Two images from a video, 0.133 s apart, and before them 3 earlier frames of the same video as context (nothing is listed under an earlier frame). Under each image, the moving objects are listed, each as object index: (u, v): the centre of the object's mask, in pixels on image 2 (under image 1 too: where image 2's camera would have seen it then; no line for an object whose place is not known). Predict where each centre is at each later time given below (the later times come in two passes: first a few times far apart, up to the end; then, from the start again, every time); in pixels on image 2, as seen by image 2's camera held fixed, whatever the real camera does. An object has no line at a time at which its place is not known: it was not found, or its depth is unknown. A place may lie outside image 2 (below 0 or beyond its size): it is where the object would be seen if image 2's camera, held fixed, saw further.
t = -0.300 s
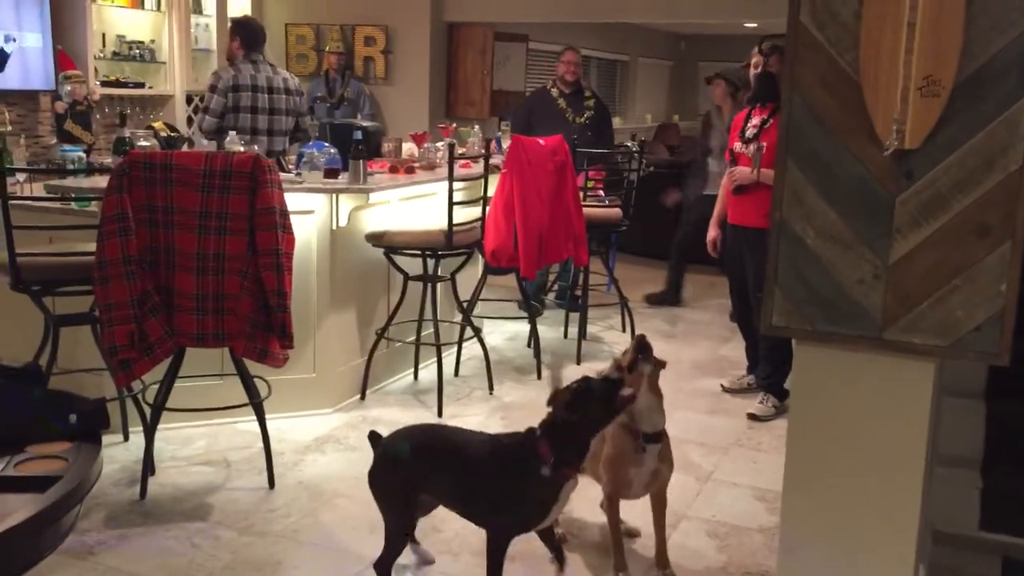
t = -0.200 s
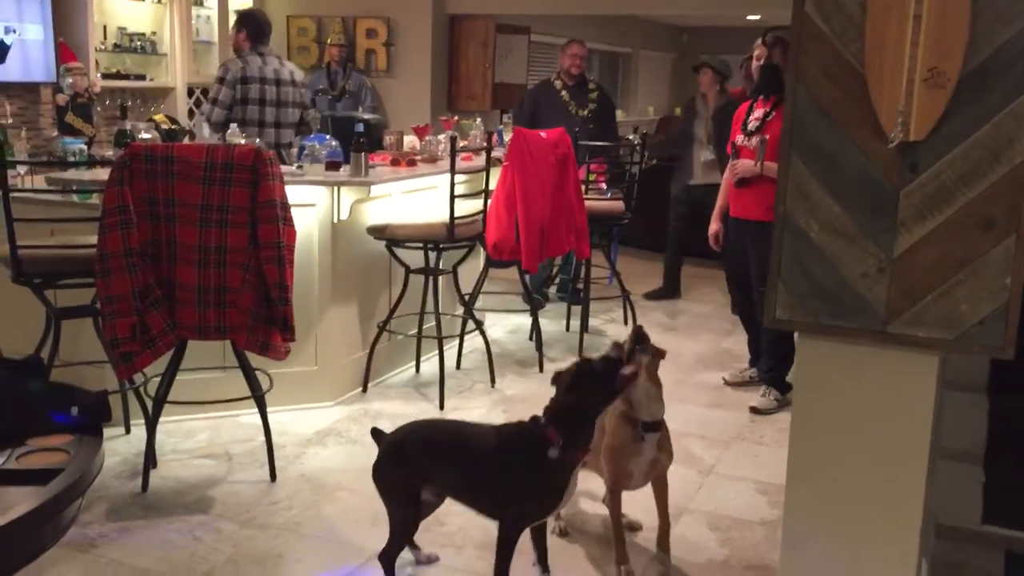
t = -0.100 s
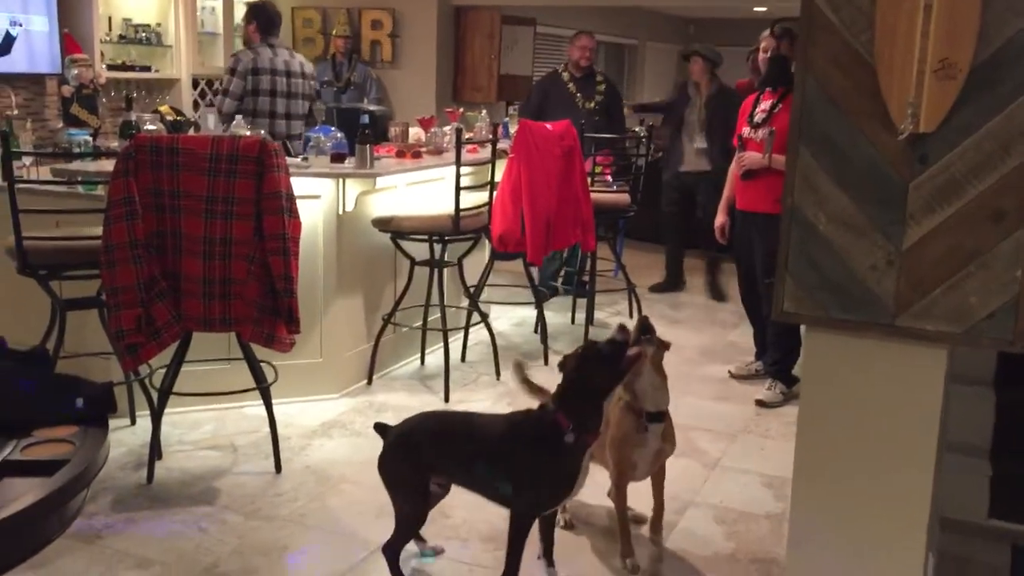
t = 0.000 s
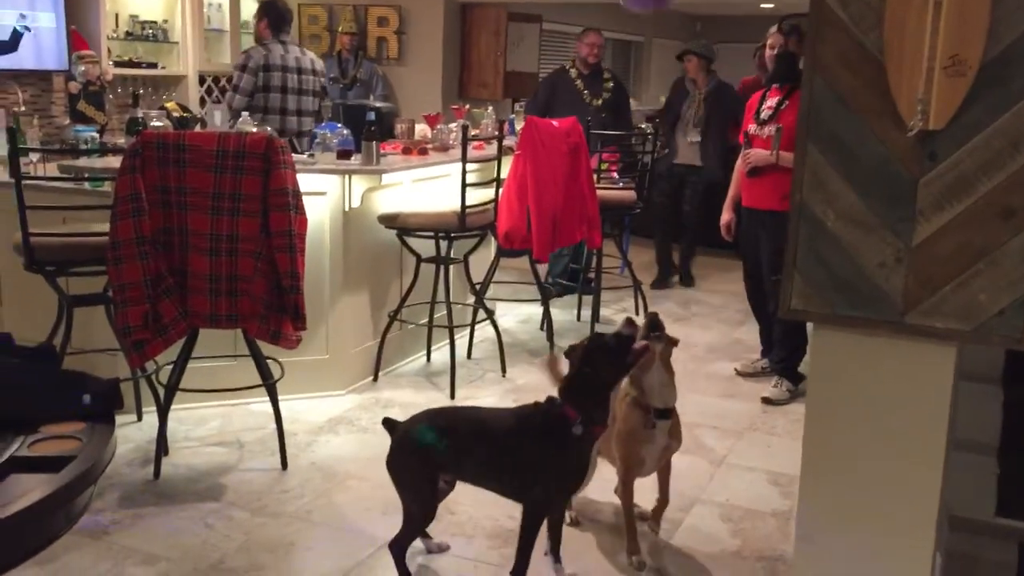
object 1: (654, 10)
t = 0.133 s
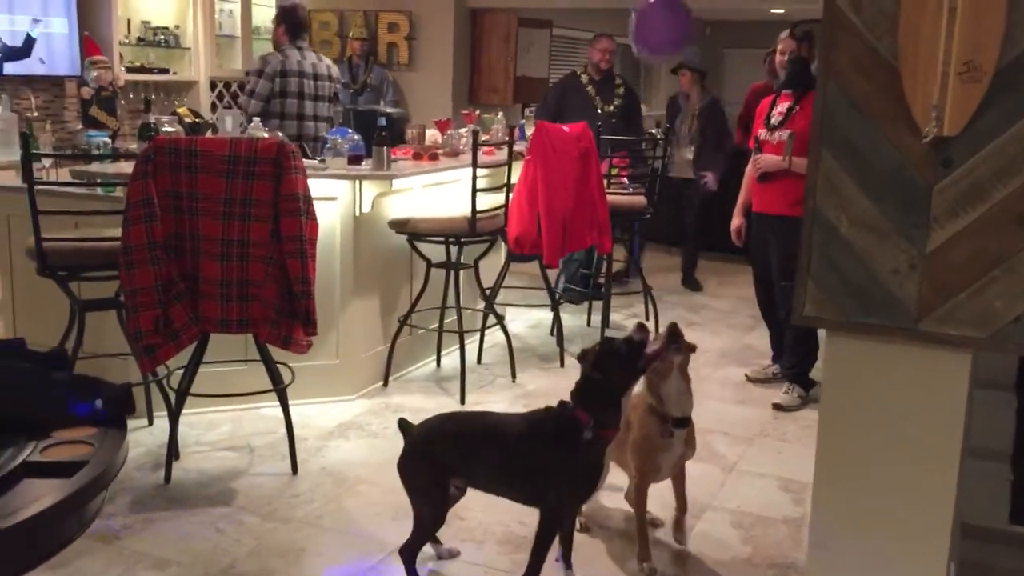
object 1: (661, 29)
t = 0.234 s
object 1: (662, 64)
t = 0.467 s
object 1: (663, 159)
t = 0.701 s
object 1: (661, 256)
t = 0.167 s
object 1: (662, 39)
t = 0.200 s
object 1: (662, 50)
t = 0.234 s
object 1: (662, 64)
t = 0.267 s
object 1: (663, 77)
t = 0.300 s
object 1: (663, 91)
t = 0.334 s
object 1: (664, 105)
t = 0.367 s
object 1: (663, 119)
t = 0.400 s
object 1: (663, 131)
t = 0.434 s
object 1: (663, 146)
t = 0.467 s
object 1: (663, 159)
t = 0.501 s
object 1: (664, 173)
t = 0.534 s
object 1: (664, 189)
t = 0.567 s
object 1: (663, 201)
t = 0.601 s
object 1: (664, 211)
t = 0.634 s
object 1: (664, 226)
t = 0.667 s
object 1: (660, 241)
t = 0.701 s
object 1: (661, 256)
